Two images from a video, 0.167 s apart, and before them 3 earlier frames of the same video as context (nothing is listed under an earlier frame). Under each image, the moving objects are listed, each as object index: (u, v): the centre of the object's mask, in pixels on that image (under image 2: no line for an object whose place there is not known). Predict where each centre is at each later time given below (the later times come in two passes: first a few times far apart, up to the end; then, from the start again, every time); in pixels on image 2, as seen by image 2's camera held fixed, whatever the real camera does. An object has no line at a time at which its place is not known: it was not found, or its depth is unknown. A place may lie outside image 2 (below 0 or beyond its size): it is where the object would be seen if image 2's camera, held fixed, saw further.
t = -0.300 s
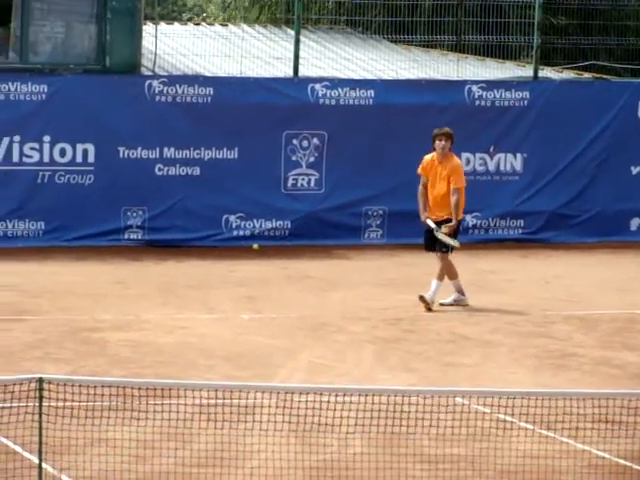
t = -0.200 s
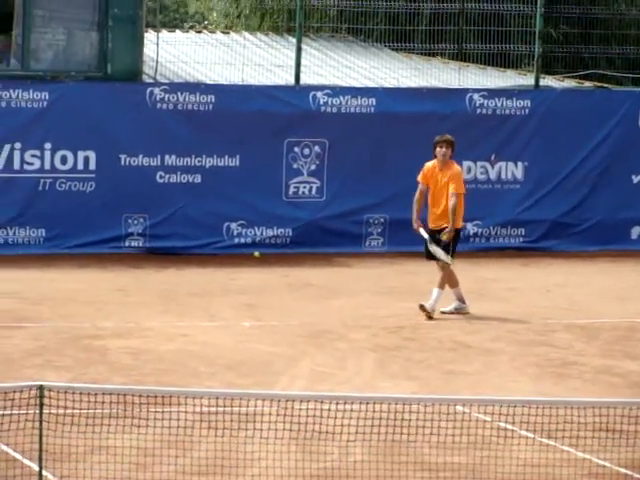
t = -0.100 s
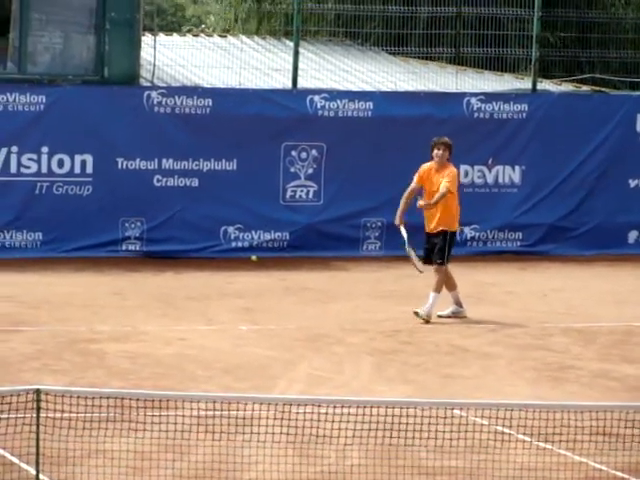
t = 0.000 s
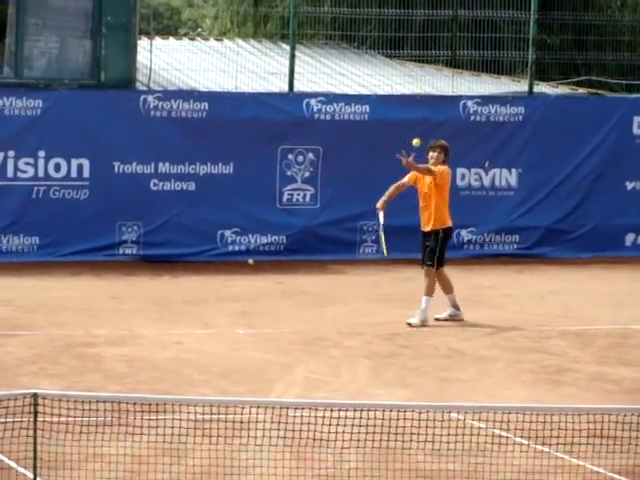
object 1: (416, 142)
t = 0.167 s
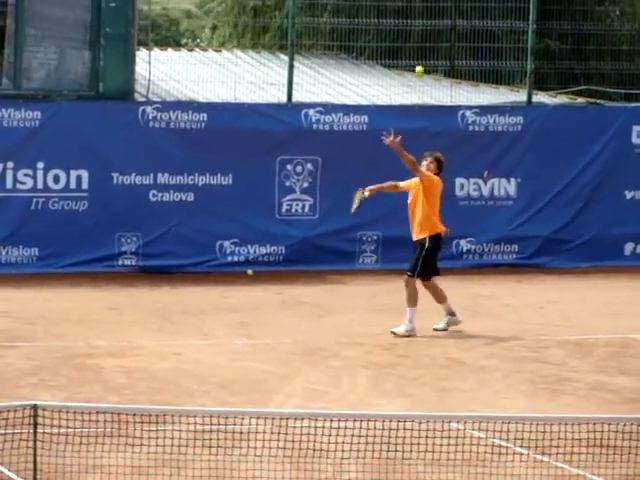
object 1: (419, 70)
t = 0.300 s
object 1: (423, 24)
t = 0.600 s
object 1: (428, -9)
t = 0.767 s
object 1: (431, 13)
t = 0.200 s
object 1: (420, 56)
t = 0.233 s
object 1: (420, 44)
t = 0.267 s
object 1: (421, 34)
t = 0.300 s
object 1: (423, 24)
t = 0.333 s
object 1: (423, 16)
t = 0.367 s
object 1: (424, 9)
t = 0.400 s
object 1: (425, 3)
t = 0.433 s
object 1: (426, -1)
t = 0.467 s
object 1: (426, -6)
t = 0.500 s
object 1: (426, -8)
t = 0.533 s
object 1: (427, -9)
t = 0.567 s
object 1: (427, -9)
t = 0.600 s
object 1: (428, -9)
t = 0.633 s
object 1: (429, -7)
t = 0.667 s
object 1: (429, -4)
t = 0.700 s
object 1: (430, 0)
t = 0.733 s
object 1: (430, 6)
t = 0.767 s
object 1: (431, 13)
